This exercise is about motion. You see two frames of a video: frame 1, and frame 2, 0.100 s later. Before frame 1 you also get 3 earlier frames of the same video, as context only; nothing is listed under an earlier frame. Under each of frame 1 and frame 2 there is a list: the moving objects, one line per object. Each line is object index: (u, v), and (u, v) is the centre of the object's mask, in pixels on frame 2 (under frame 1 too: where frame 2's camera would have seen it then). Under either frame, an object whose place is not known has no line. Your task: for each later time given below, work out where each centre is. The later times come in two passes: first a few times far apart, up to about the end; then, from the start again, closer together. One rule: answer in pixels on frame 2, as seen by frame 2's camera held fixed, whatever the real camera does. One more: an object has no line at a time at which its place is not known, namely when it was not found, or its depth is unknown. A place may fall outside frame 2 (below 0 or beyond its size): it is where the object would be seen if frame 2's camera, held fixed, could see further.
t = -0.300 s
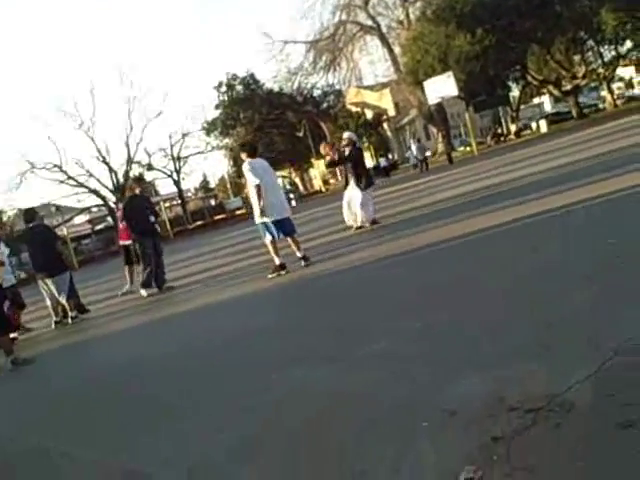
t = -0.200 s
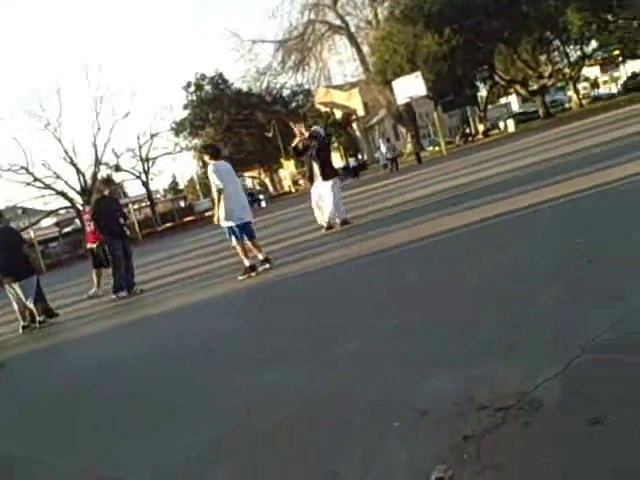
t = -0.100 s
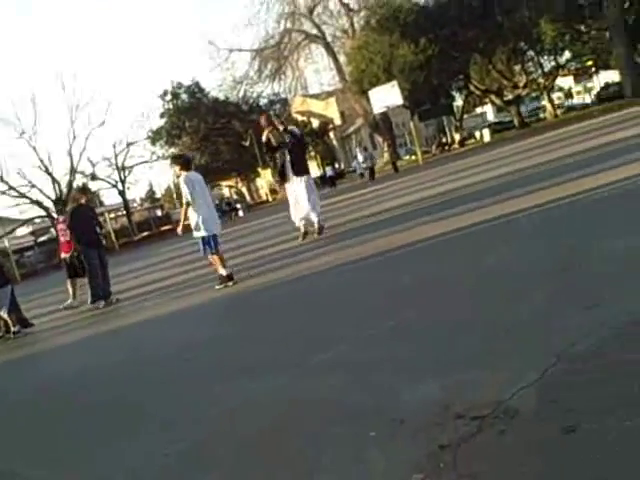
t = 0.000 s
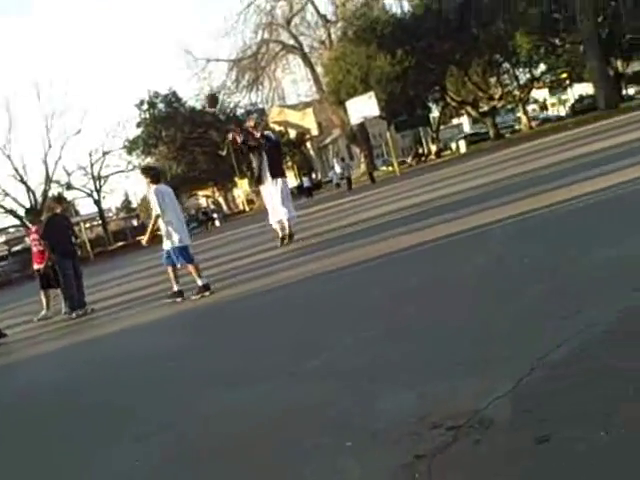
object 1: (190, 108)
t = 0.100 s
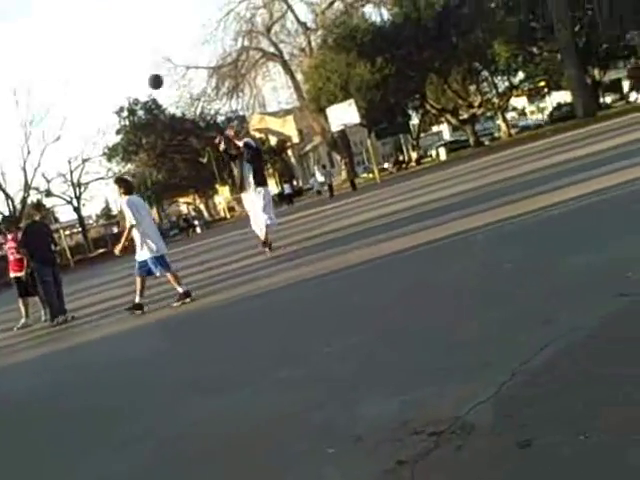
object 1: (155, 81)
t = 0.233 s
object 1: (107, 54)
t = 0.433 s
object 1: (31, 34)
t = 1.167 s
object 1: (-135, 95)
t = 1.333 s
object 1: (-89, 107)
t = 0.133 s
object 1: (144, 74)
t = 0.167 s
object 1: (132, 67)
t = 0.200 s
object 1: (119, 60)
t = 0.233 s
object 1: (107, 54)
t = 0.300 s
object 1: (82, 45)
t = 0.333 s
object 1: (69, 41)
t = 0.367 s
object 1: (56, 38)
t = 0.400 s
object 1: (43, 36)
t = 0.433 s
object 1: (31, 34)
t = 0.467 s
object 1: (18, 34)
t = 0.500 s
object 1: (7, 34)
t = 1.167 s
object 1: (-135, 95)
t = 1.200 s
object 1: (-127, 95)
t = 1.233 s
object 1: (-118, 97)
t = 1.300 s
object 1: (-99, 102)
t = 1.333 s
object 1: (-89, 107)
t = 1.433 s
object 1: (-57, 125)
